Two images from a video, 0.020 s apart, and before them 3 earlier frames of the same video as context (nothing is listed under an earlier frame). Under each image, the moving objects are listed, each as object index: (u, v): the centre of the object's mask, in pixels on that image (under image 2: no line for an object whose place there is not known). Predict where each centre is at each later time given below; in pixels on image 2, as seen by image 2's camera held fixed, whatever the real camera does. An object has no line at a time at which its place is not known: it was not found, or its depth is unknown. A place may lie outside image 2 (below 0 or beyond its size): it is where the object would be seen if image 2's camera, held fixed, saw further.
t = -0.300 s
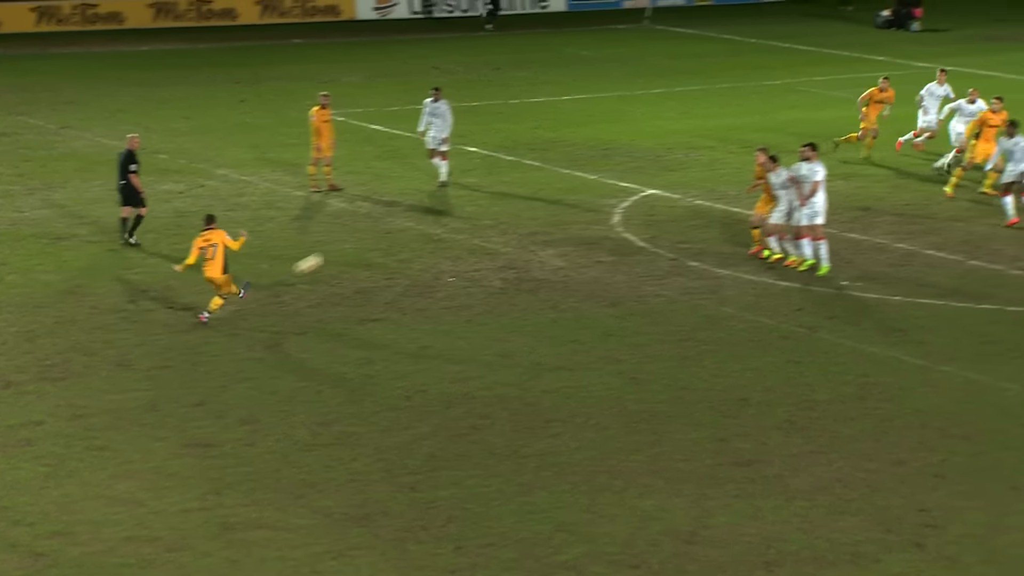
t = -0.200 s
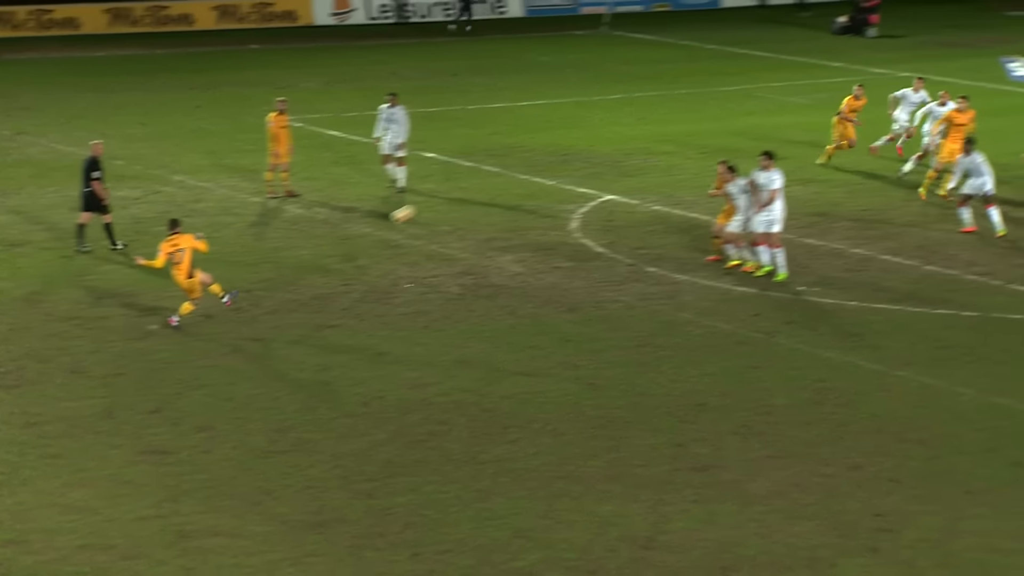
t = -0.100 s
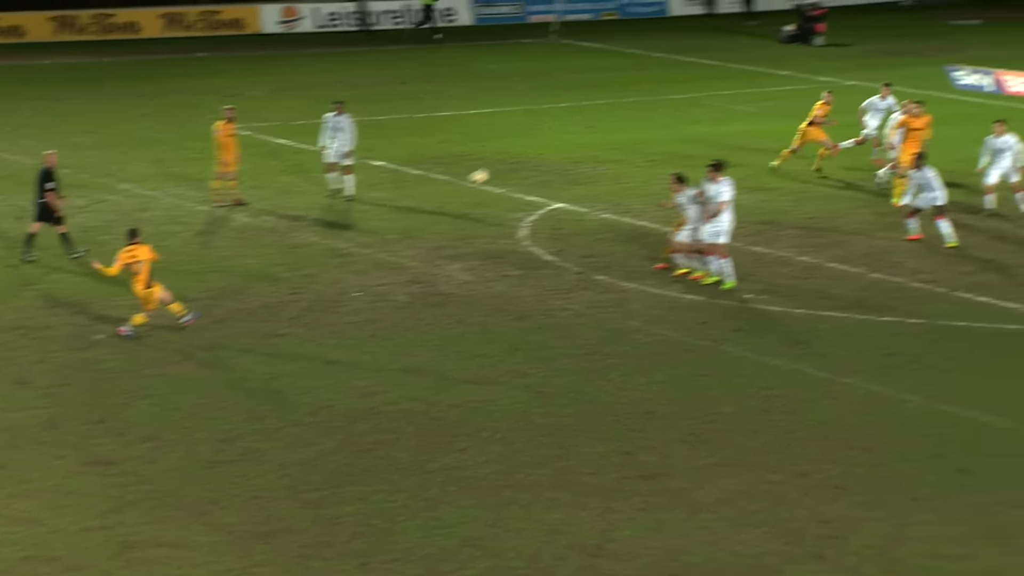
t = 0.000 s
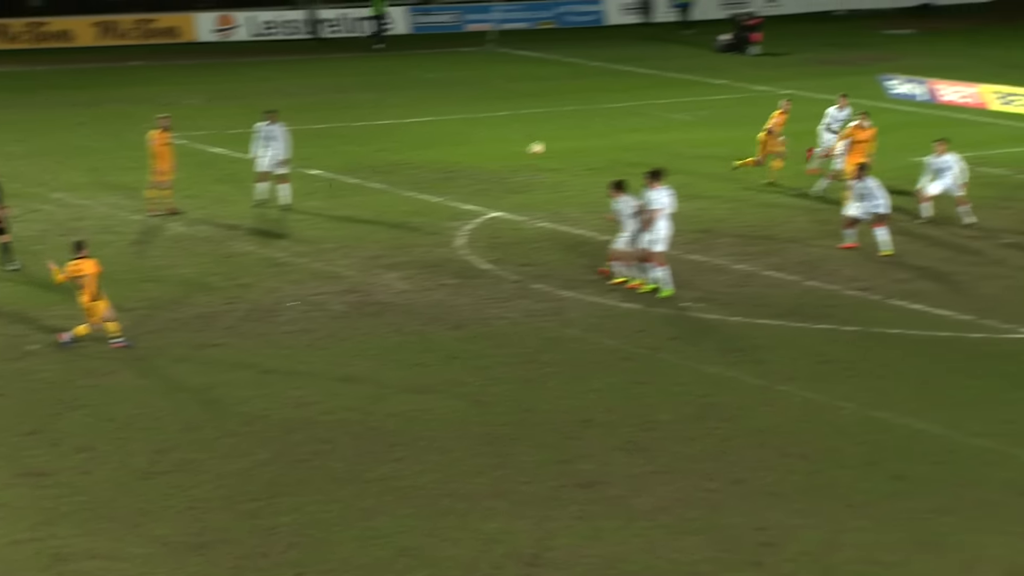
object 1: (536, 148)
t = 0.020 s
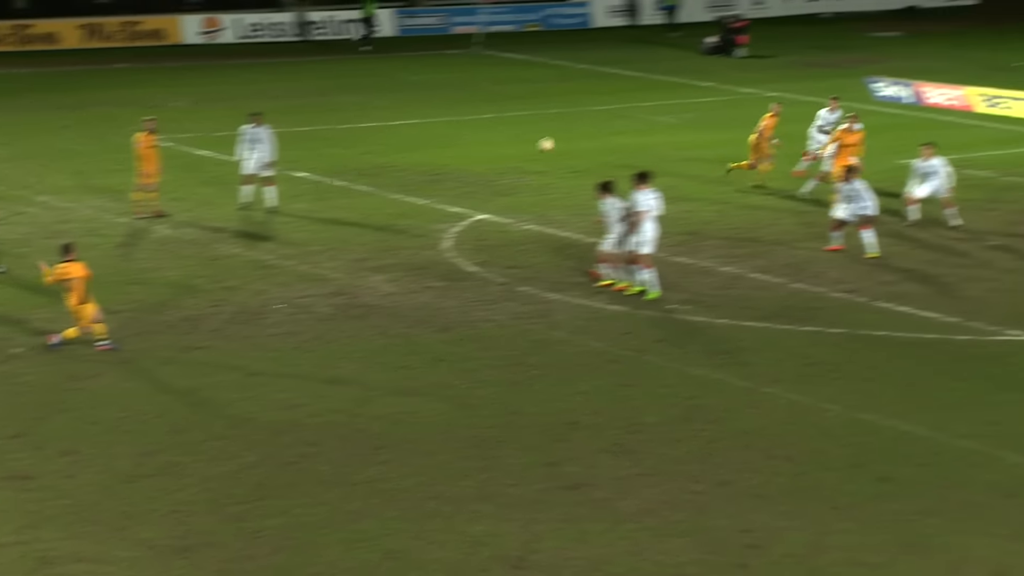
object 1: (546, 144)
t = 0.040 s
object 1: (565, 139)
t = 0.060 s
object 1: (585, 133)
